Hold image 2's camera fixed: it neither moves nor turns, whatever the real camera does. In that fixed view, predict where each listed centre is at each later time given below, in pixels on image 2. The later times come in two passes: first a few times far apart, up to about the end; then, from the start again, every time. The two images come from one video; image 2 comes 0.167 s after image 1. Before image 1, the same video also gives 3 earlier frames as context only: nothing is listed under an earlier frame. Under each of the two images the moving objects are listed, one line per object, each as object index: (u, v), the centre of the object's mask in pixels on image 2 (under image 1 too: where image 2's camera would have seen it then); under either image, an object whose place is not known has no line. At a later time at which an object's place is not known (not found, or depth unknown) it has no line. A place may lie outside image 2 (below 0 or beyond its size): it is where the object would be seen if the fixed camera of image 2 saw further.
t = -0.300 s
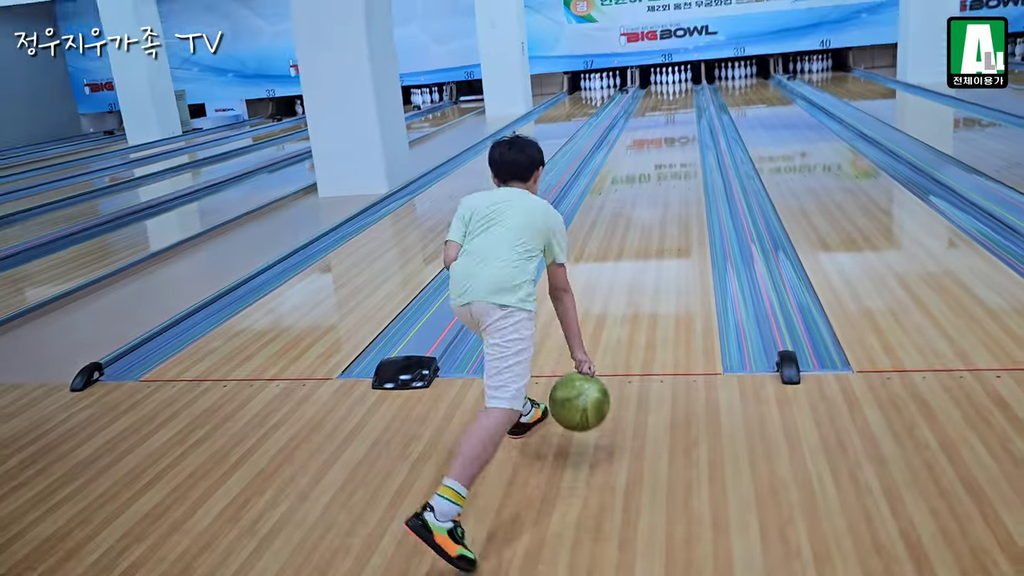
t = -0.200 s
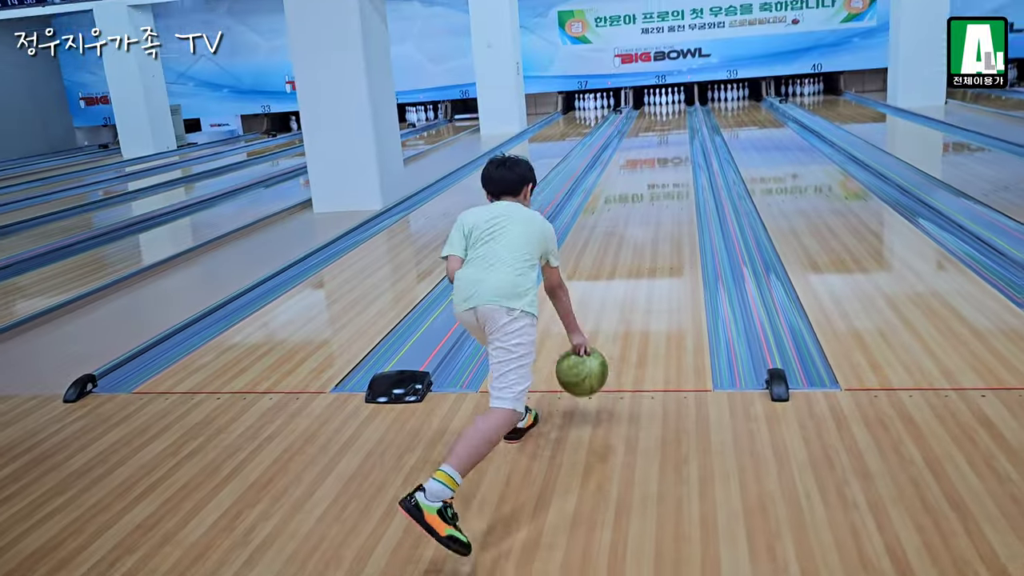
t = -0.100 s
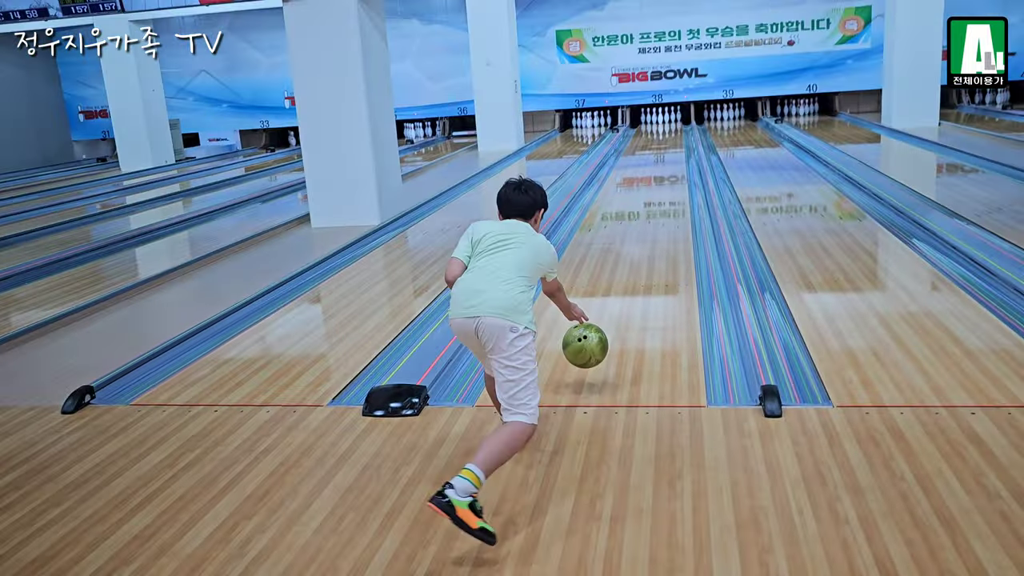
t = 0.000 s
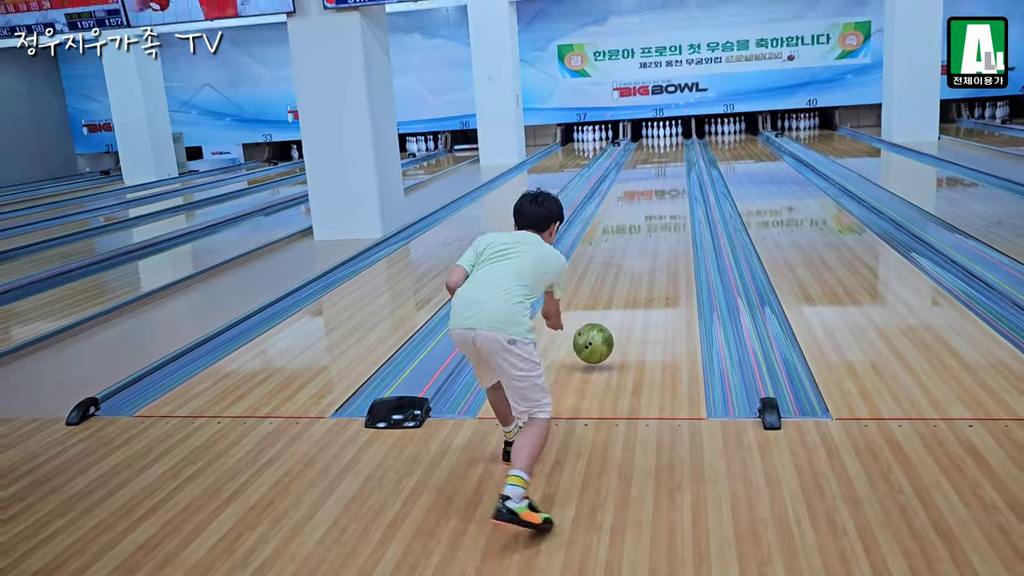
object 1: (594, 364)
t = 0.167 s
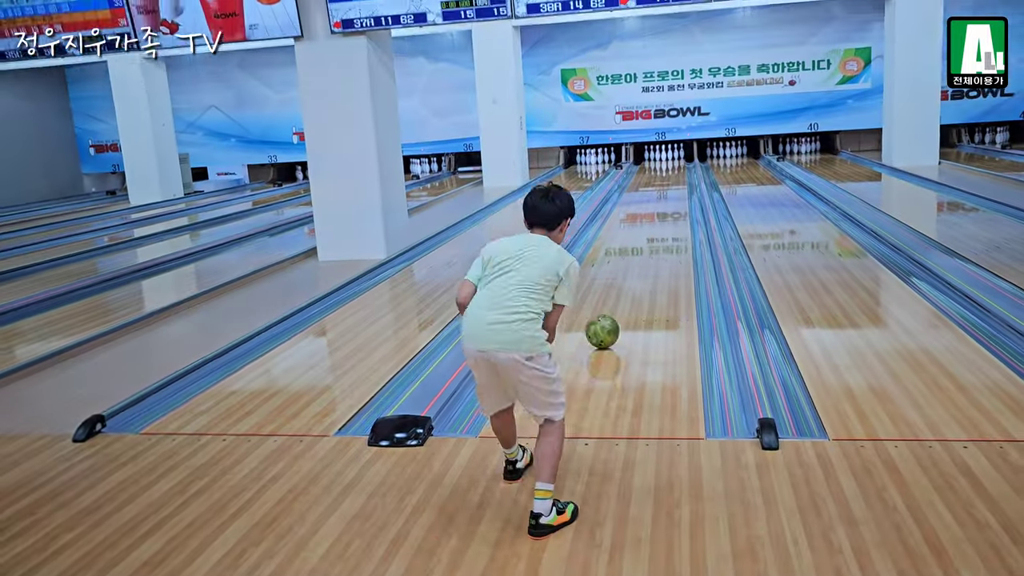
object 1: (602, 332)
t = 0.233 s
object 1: (605, 319)
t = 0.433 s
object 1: (611, 288)
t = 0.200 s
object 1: (604, 325)
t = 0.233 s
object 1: (605, 319)
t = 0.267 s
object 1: (606, 313)
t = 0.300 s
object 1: (607, 308)
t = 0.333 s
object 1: (608, 302)
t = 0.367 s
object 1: (609, 297)
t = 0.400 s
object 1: (610, 293)
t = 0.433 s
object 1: (611, 288)
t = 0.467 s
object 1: (611, 284)
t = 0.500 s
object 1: (612, 280)
